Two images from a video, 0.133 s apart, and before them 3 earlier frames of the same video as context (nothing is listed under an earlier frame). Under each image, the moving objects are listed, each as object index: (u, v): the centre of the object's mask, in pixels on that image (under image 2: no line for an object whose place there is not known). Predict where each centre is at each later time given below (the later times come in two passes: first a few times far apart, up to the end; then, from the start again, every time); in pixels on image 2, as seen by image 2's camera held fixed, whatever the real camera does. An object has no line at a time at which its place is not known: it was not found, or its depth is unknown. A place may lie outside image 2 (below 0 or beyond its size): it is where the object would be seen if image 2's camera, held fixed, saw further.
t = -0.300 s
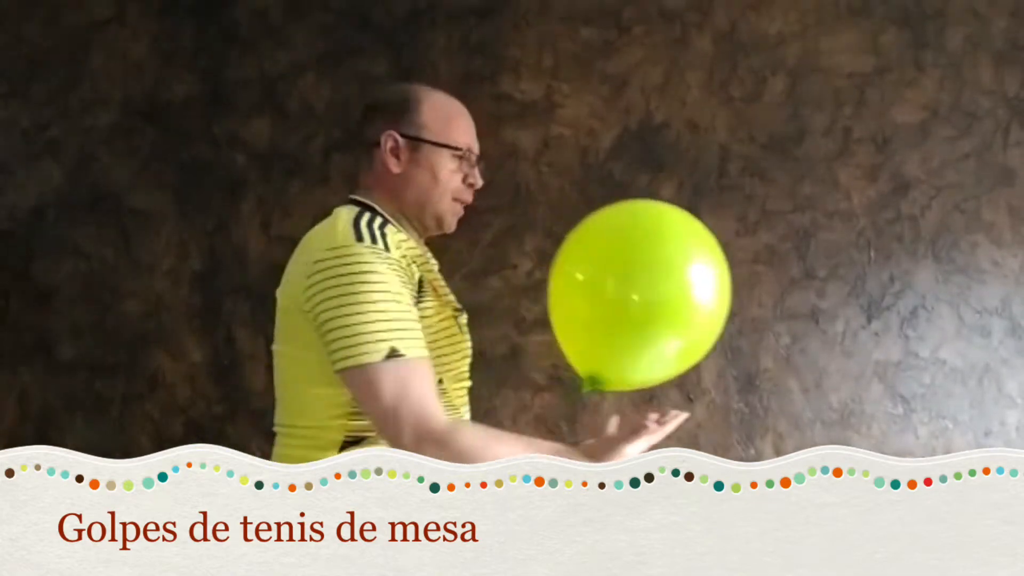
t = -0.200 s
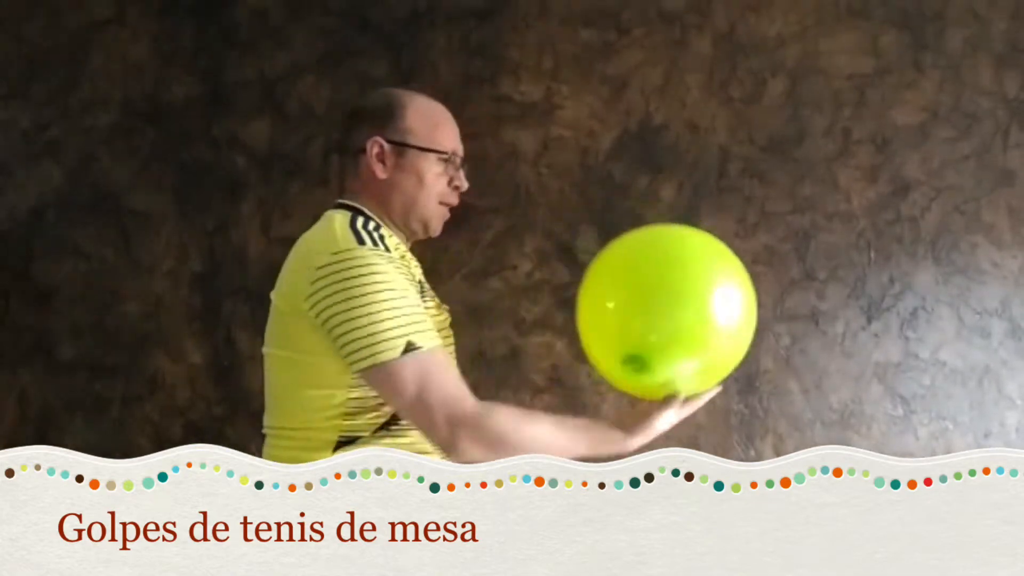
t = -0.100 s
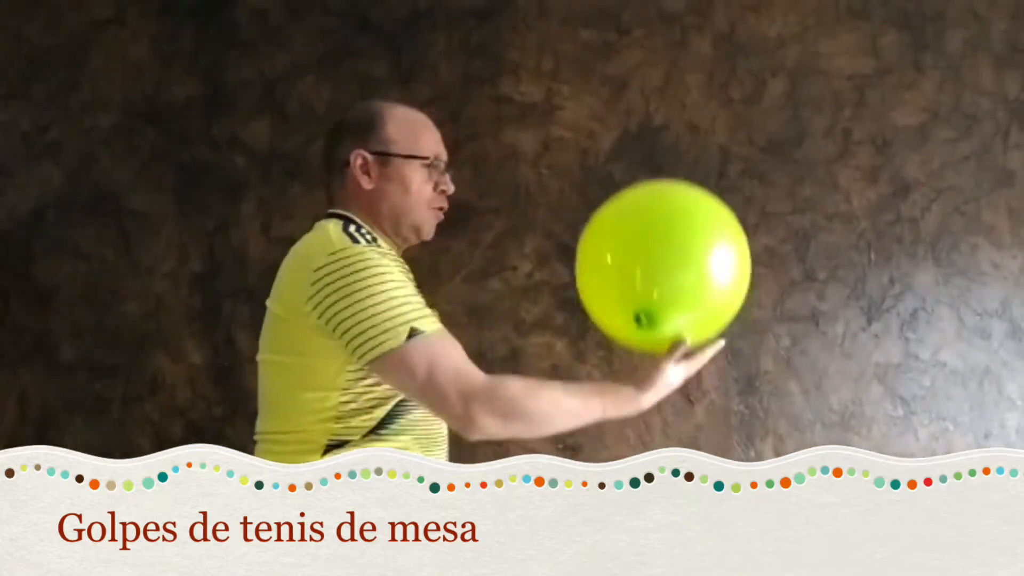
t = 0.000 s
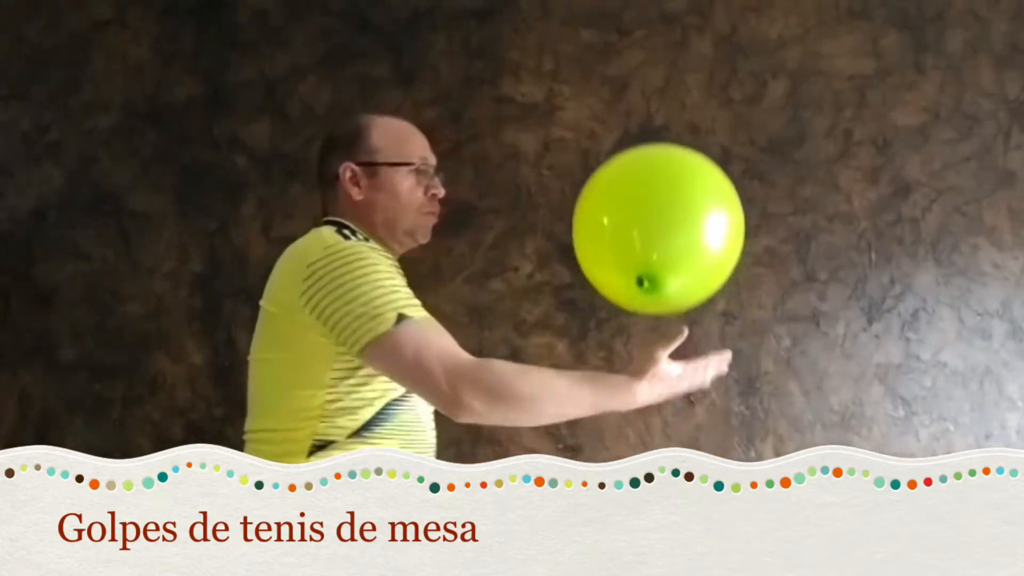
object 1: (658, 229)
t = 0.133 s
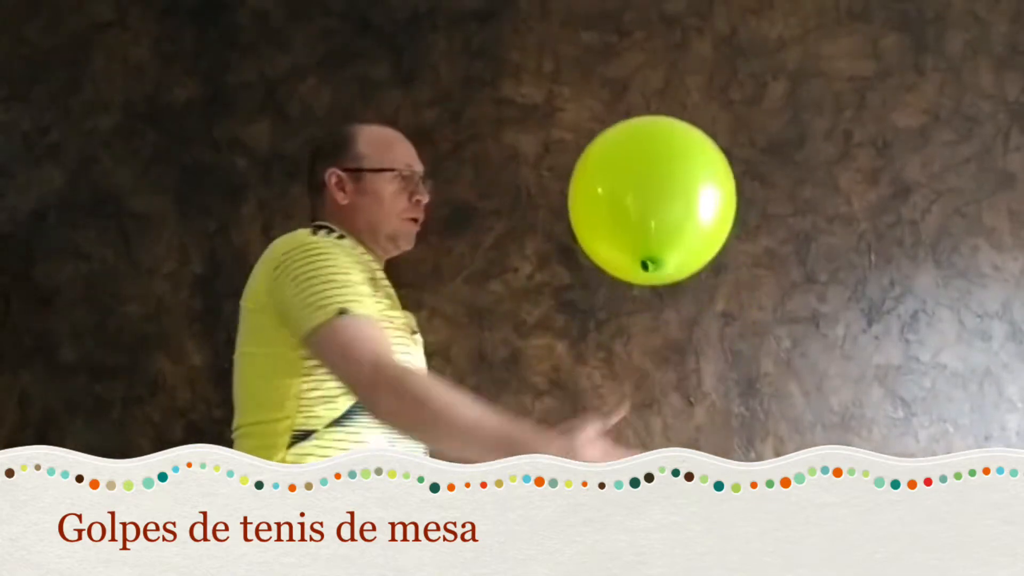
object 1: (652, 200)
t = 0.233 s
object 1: (647, 192)
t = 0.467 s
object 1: (640, 217)
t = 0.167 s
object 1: (650, 196)
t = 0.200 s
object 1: (649, 194)
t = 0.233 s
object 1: (647, 192)
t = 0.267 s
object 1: (646, 192)
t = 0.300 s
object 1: (645, 194)
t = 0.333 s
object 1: (644, 195)
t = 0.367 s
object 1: (643, 198)
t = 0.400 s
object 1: (642, 204)
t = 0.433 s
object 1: (641, 210)
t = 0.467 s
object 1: (640, 217)
